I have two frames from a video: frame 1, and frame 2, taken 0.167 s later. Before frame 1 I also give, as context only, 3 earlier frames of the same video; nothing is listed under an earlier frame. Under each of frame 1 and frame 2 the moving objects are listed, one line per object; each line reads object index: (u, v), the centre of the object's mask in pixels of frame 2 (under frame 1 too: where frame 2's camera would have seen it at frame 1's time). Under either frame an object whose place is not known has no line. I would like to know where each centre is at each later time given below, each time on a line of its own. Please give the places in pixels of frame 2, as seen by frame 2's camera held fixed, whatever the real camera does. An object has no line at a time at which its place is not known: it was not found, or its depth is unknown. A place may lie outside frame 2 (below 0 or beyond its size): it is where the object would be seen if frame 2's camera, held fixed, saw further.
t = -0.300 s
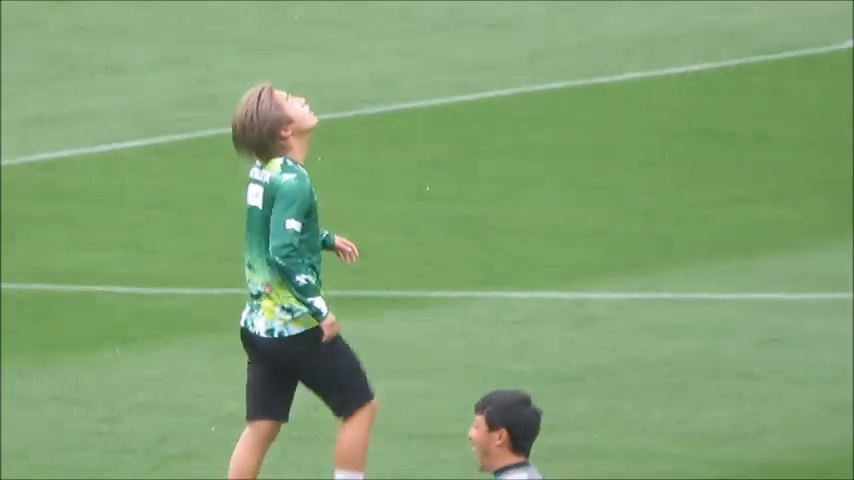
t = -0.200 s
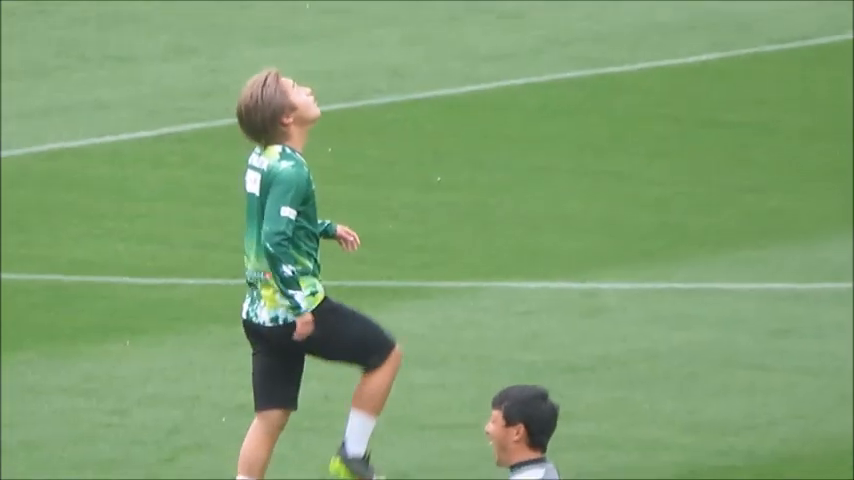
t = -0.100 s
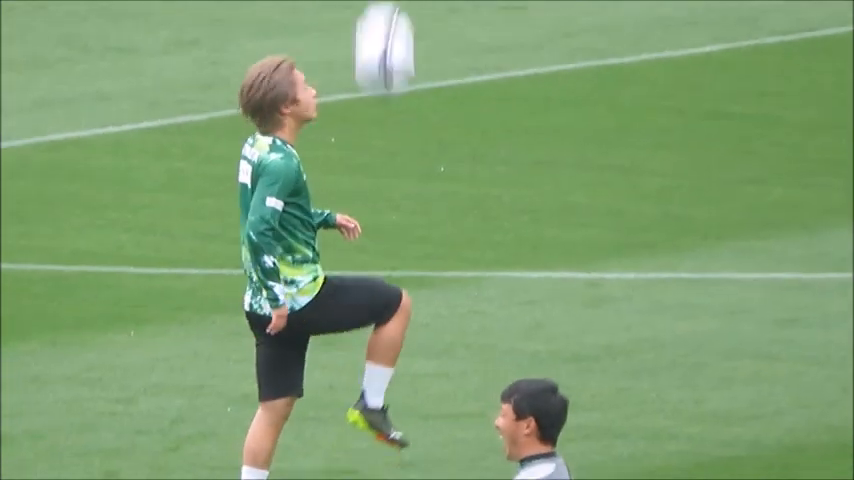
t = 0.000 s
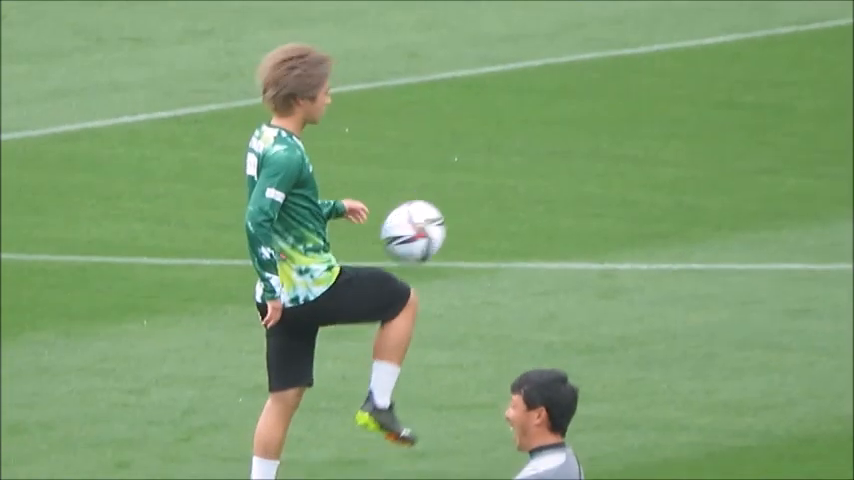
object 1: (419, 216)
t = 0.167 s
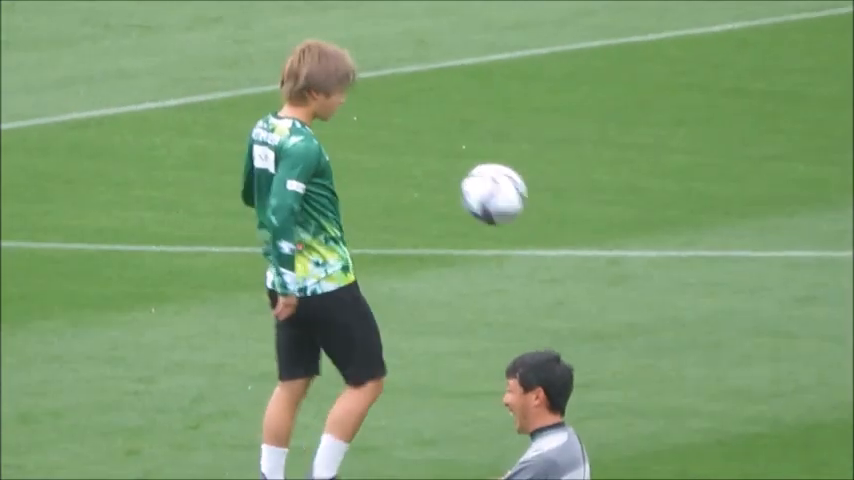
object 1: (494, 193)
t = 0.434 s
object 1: (608, 307)
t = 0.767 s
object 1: (719, 415)
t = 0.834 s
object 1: (736, 397)
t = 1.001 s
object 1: (771, 410)
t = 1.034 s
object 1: (777, 420)
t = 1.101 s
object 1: (789, 451)
